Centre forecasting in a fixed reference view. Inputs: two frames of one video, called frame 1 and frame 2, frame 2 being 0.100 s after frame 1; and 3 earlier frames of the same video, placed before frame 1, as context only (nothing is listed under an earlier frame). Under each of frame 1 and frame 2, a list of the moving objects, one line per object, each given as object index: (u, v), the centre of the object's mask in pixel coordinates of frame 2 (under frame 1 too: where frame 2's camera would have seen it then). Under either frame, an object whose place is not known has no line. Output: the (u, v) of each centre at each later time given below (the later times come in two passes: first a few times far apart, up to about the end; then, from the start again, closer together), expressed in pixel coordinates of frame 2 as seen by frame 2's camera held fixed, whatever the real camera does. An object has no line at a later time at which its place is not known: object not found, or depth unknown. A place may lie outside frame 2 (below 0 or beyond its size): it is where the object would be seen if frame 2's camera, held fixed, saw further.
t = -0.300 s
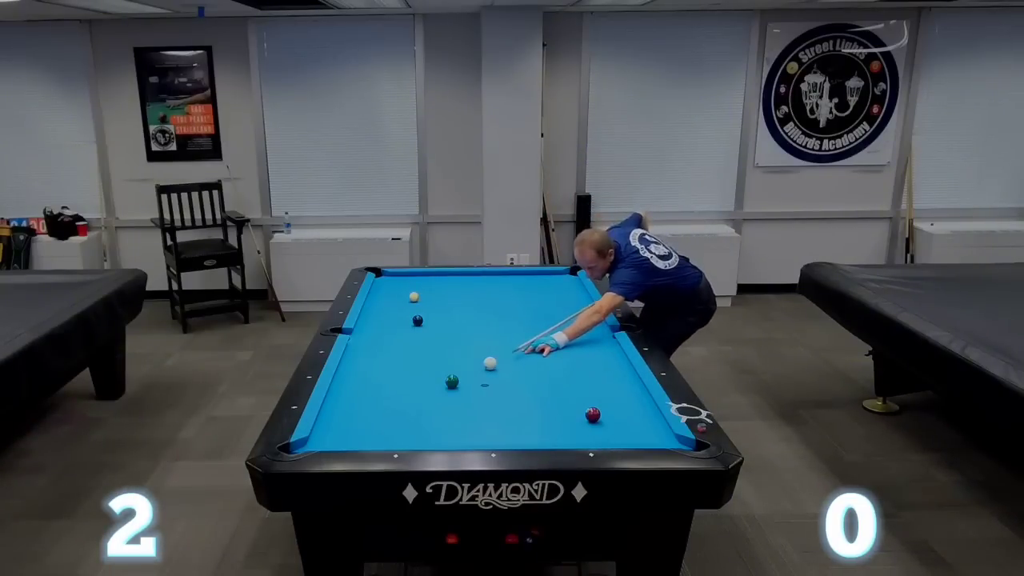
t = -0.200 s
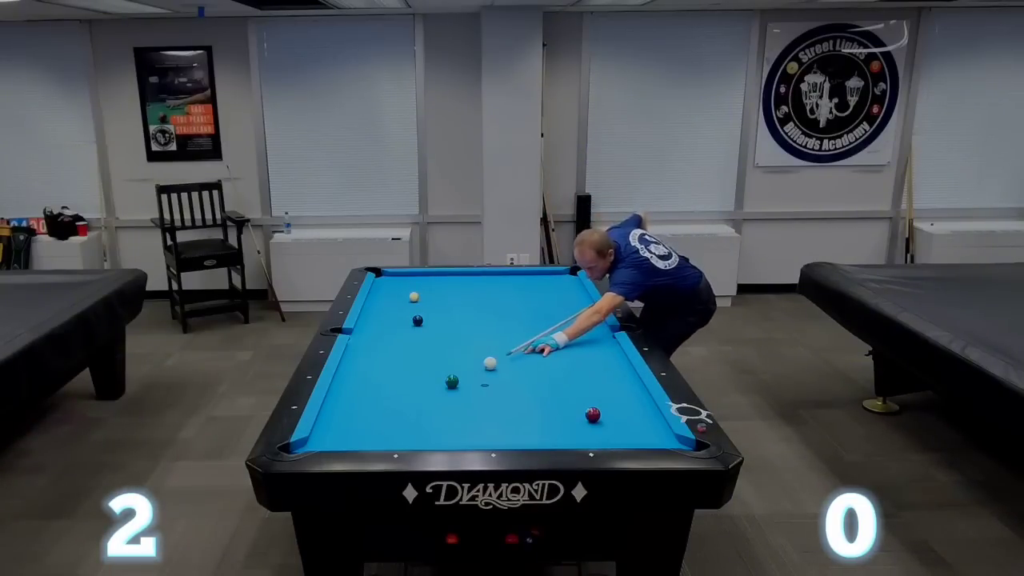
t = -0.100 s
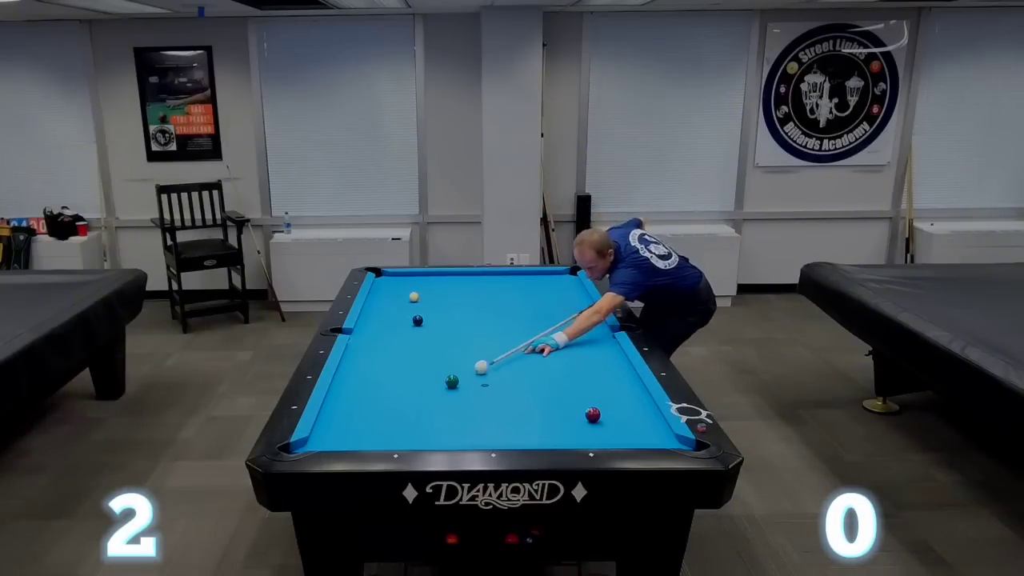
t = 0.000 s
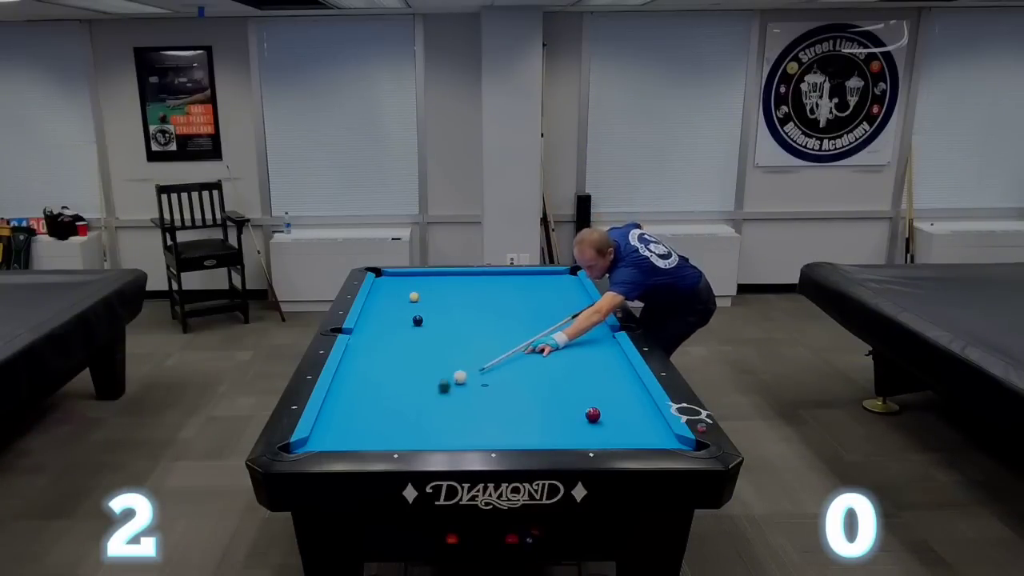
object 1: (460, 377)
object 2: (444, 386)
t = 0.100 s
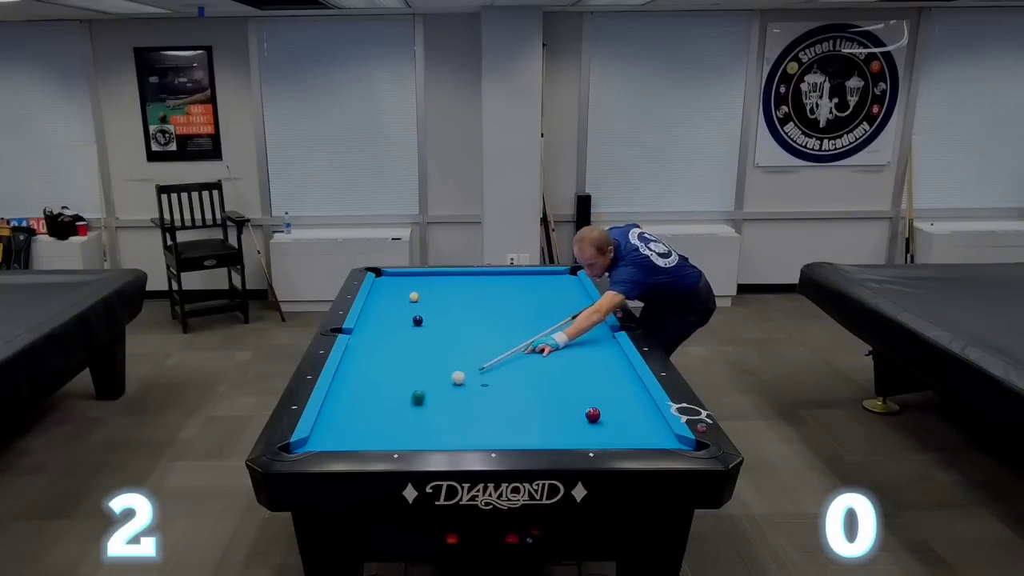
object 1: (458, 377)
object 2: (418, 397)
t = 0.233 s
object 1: (455, 378)
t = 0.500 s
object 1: (450, 380)
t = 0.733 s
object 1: (447, 381)
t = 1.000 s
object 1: (444, 382)
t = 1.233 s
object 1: (443, 383)
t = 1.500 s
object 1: (442, 383)
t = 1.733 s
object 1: (442, 383)
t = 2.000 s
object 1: (442, 383)
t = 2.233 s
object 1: (442, 383)
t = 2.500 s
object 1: (442, 383)
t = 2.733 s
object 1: (442, 383)
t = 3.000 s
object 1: (442, 383)
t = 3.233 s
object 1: (442, 383)
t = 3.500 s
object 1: (442, 383)
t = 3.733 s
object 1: (442, 383)
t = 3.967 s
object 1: (442, 383)
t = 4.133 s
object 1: (442, 383)
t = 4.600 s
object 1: (444, 383)
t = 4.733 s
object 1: (442, 383)
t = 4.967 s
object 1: (442, 383)
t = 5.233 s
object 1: (442, 383)
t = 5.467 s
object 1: (442, 383)
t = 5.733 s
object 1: (442, 383)
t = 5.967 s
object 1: (442, 383)
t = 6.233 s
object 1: (442, 383)
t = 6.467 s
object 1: (442, 383)
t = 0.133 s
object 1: (457, 378)
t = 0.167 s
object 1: (456, 378)
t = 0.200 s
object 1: (456, 378)
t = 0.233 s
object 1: (455, 378)
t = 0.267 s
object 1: (454, 378)
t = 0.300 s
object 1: (454, 379)
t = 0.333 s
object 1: (453, 379)
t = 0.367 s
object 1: (452, 379)
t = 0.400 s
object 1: (452, 379)
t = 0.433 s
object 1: (451, 380)
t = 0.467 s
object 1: (451, 380)
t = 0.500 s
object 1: (450, 380)
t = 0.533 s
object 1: (450, 380)
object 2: (315, 443)
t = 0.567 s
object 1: (449, 380)
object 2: (307, 447)
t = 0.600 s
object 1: (449, 380)
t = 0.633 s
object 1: (448, 380)
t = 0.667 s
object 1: (448, 381)
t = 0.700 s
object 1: (447, 381)
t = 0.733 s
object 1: (447, 381)
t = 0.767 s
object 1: (447, 381)
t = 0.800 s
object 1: (446, 381)
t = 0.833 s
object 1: (446, 381)
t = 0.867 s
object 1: (446, 381)
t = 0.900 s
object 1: (445, 381)
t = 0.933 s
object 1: (445, 382)
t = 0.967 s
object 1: (445, 382)
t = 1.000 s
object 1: (444, 382)
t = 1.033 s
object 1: (444, 382)
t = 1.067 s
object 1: (444, 382)
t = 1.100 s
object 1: (444, 382)
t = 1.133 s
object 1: (444, 382)
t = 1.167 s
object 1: (443, 382)
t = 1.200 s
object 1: (443, 382)
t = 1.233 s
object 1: (443, 383)
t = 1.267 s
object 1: (443, 382)
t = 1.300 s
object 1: (443, 383)
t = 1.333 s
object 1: (442, 383)
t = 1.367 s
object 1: (442, 383)
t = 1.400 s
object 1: (442, 383)
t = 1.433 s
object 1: (442, 383)
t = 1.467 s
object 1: (442, 383)
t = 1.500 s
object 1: (442, 383)
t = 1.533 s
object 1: (442, 383)
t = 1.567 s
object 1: (442, 383)
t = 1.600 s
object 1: (442, 383)
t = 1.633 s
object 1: (442, 383)
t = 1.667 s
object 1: (442, 383)
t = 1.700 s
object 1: (442, 383)
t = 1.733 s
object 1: (442, 383)
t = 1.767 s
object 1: (442, 383)
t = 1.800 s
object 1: (442, 383)
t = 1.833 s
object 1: (442, 383)
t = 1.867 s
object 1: (442, 383)
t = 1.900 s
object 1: (442, 383)
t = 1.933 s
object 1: (442, 383)
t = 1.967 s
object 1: (442, 383)
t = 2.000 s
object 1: (442, 383)
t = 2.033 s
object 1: (442, 383)
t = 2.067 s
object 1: (442, 383)
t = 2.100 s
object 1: (442, 383)
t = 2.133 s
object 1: (442, 383)
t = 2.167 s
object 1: (442, 383)
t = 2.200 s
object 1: (442, 383)
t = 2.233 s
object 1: (442, 383)
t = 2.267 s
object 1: (442, 383)
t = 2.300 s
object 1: (442, 383)
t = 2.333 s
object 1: (442, 383)
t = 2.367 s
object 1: (442, 383)
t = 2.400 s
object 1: (442, 383)
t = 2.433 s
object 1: (442, 383)
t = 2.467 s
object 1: (442, 383)
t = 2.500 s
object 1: (442, 383)
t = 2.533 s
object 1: (442, 383)
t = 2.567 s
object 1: (442, 383)
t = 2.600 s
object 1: (442, 383)
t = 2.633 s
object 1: (442, 383)
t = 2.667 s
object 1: (442, 383)
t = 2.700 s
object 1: (442, 383)
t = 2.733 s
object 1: (442, 383)
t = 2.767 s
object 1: (442, 383)
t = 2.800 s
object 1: (442, 383)
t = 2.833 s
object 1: (442, 383)
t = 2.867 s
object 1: (442, 383)
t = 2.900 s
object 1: (442, 383)
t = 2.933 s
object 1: (442, 383)
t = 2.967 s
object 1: (442, 383)
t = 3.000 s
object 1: (442, 383)
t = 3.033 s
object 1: (442, 383)
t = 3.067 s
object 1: (442, 383)
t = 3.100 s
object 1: (442, 383)
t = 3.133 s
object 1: (442, 383)
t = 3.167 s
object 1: (442, 383)
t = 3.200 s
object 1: (442, 383)
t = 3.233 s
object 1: (442, 383)
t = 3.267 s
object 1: (442, 383)
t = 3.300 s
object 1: (442, 383)
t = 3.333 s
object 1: (442, 383)
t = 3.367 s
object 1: (442, 383)
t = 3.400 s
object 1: (442, 383)
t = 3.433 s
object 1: (442, 383)
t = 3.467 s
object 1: (442, 383)
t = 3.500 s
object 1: (442, 383)
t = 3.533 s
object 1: (442, 383)
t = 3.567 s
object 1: (442, 383)
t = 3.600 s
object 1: (442, 383)
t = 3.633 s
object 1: (442, 383)
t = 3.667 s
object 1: (442, 383)
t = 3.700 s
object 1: (442, 383)
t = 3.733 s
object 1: (442, 383)
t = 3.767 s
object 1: (442, 383)
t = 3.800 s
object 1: (442, 383)
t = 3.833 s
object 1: (442, 383)
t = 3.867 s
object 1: (442, 383)
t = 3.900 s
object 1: (442, 383)
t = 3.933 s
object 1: (442, 383)
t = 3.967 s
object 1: (442, 383)
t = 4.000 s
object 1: (442, 383)
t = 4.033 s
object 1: (442, 383)
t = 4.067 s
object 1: (442, 383)
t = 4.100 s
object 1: (442, 383)
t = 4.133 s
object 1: (442, 383)
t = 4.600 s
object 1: (444, 383)
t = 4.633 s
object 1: (442, 383)
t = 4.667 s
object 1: (442, 383)
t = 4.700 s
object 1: (442, 383)
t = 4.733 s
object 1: (442, 383)
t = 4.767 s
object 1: (442, 383)
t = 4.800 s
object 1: (442, 383)
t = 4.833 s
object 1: (442, 383)
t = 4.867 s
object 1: (442, 383)
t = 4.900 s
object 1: (442, 383)
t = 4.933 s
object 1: (442, 383)
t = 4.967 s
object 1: (442, 383)
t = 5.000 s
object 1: (442, 383)
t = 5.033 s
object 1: (442, 383)
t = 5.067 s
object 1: (442, 383)
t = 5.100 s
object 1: (442, 383)
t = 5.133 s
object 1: (442, 383)
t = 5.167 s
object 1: (442, 383)
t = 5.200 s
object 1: (442, 383)
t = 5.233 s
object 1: (442, 383)
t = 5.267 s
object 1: (442, 383)
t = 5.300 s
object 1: (442, 383)
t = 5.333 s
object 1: (442, 383)
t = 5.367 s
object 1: (442, 383)
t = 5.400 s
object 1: (442, 383)
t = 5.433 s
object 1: (442, 383)
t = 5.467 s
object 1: (442, 383)
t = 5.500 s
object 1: (442, 383)
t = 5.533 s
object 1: (442, 383)
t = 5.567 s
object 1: (442, 383)
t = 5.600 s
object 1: (442, 383)
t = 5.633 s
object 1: (442, 383)
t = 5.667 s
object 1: (442, 383)
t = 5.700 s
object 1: (442, 383)
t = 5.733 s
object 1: (442, 383)
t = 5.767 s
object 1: (442, 383)
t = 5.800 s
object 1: (442, 383)
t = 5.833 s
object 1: (442, 383)
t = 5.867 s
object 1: (442, 383)
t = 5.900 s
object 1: (442, 383)
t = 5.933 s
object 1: (442, 383)
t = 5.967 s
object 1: (442, 383)
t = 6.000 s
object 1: (442, 383)
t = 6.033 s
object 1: (442, 383)
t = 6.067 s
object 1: (442, 383)
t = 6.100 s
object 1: (442, 383)
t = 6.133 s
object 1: (442, 383)
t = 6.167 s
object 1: (442, 383)
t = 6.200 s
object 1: (442, 383)
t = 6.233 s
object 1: (442, 383)
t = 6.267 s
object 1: (442, 383)
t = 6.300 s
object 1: (442, 383)
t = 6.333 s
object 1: (442, 383)
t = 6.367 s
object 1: (442, 383)
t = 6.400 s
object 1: (442, 383)
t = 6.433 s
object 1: (442, 383)
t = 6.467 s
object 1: (442, 383)
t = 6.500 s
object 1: (442, 383)
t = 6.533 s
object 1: (442, 383)
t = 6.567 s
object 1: (442, 383)
